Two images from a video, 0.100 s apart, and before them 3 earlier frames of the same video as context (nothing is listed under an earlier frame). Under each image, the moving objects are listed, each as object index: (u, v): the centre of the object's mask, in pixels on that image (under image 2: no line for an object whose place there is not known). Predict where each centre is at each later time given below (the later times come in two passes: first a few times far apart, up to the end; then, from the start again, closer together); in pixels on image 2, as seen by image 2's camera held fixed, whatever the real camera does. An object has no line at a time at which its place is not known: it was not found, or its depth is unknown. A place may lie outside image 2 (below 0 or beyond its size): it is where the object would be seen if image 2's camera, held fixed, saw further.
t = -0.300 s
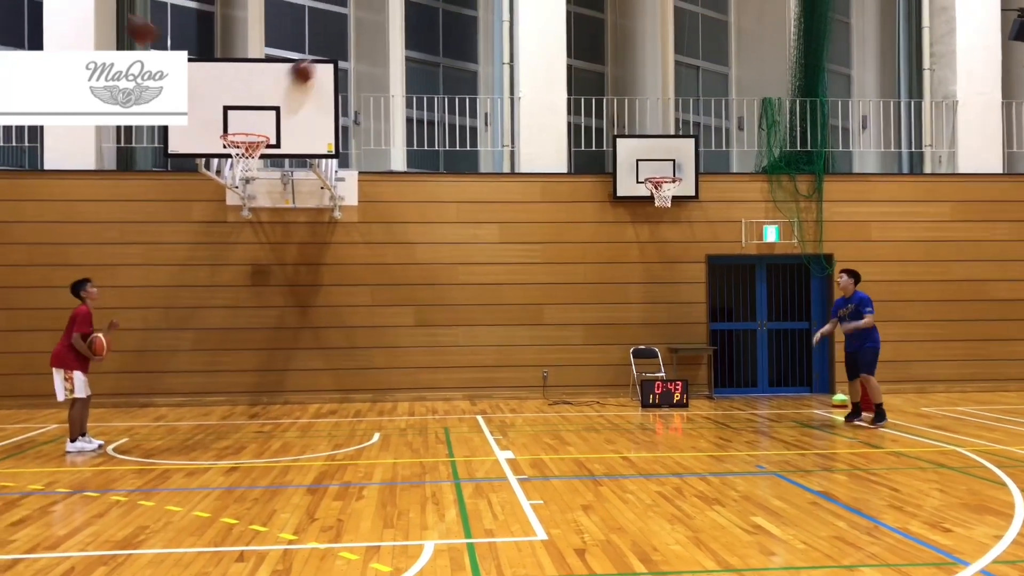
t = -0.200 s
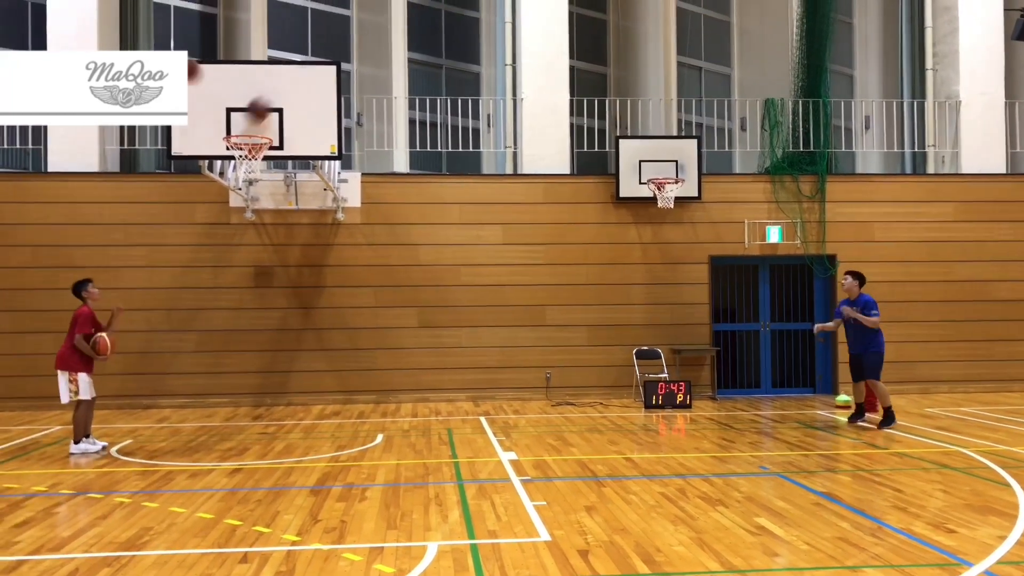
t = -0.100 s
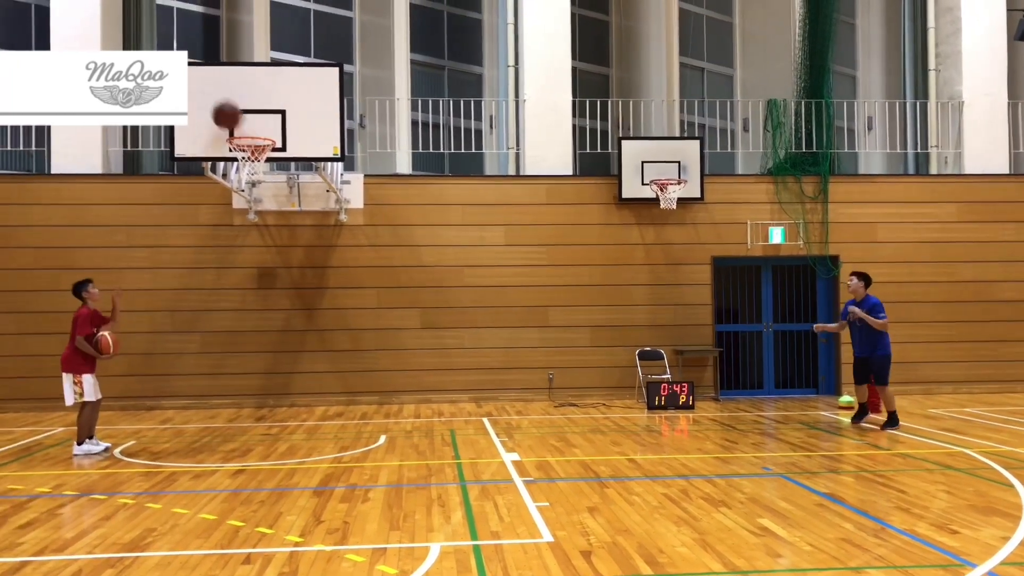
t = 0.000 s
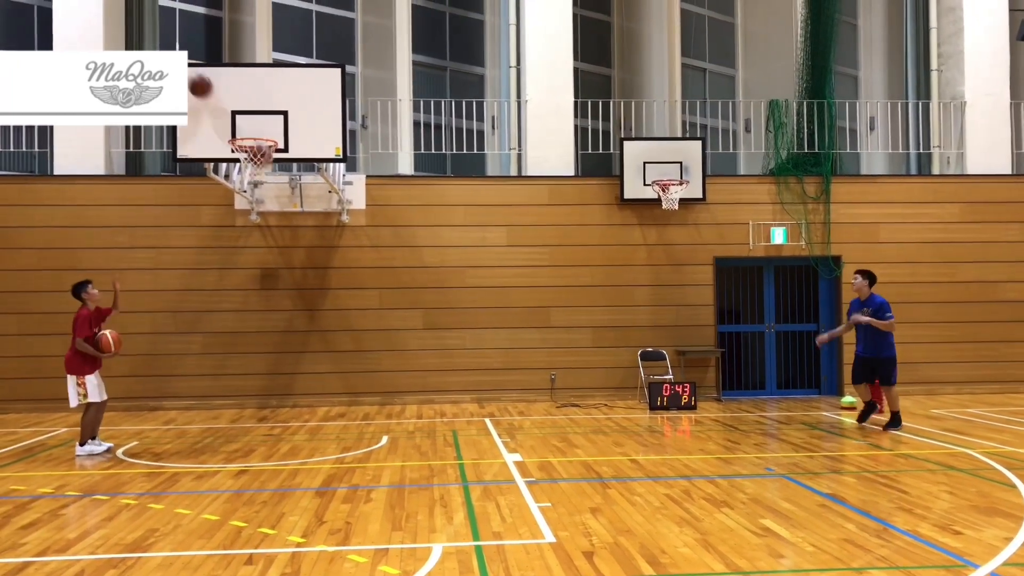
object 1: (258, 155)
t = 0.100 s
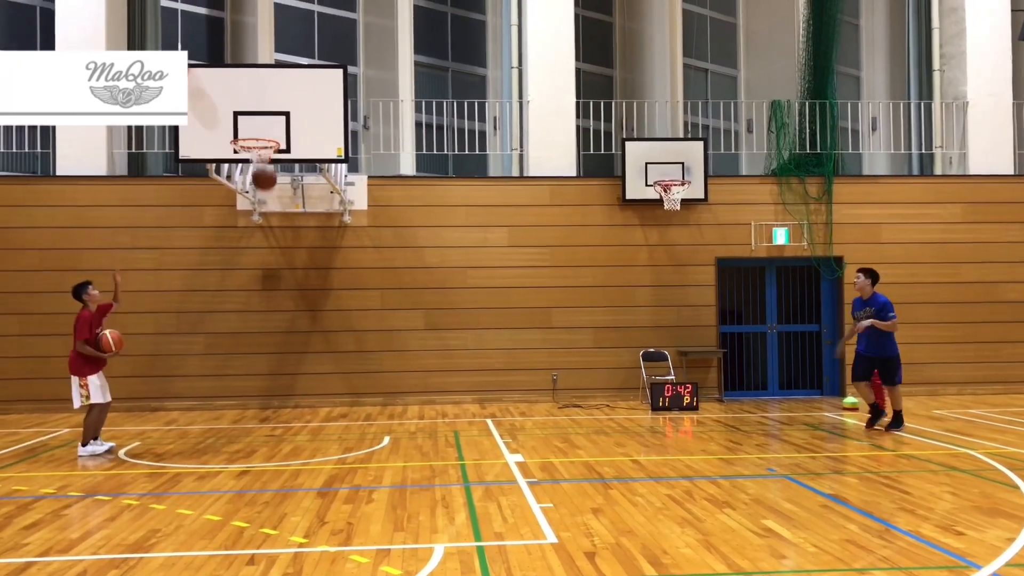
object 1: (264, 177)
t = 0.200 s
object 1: (265, 208)
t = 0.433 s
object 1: (265, 320)
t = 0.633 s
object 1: (265, 436)
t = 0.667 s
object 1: (263, 415)
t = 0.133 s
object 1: (264, 187)
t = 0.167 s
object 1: (264, 196)
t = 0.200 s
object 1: (265, 208)
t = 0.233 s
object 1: (264, 221)
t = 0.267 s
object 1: (265, 233)
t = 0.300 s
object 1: (264, 248)
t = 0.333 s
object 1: (265, 265)
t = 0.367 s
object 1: (265, 281)
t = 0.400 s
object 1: (265, 298)
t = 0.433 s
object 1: (265, 320)
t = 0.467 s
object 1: (266, 340)
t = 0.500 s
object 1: (266, 365)
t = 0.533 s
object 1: (266, 389)
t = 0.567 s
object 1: (267, 414)
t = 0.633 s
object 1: (265, 436)
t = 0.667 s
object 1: (263, 415)
